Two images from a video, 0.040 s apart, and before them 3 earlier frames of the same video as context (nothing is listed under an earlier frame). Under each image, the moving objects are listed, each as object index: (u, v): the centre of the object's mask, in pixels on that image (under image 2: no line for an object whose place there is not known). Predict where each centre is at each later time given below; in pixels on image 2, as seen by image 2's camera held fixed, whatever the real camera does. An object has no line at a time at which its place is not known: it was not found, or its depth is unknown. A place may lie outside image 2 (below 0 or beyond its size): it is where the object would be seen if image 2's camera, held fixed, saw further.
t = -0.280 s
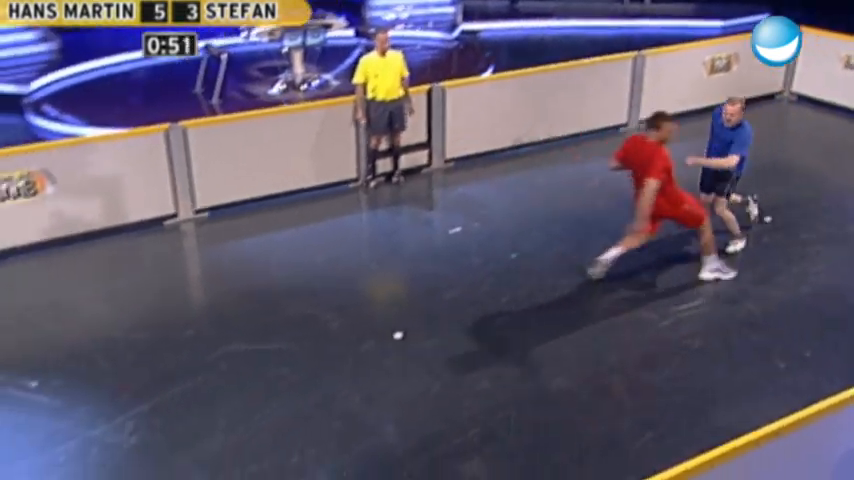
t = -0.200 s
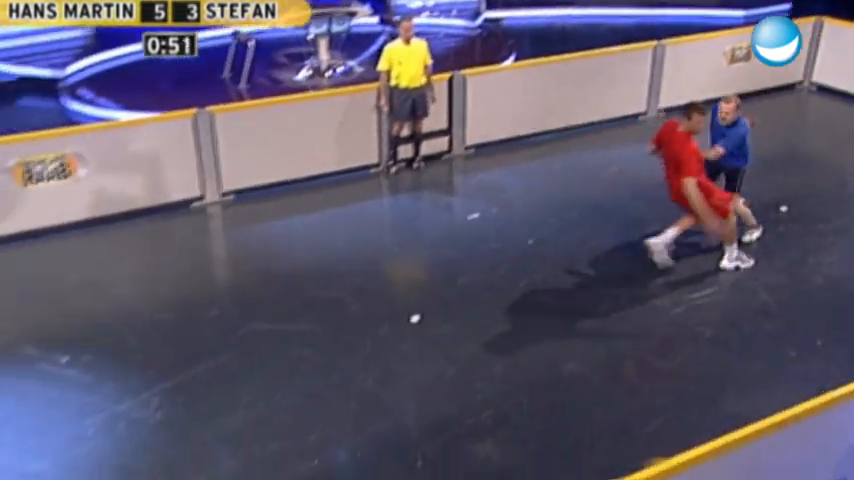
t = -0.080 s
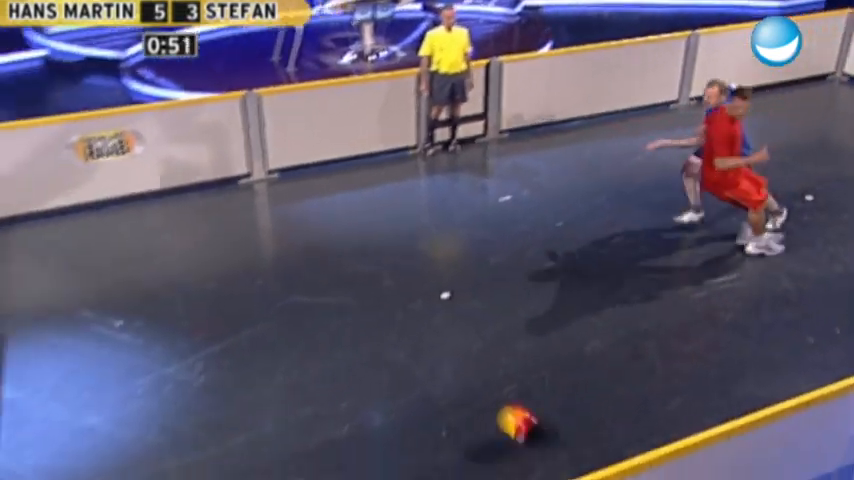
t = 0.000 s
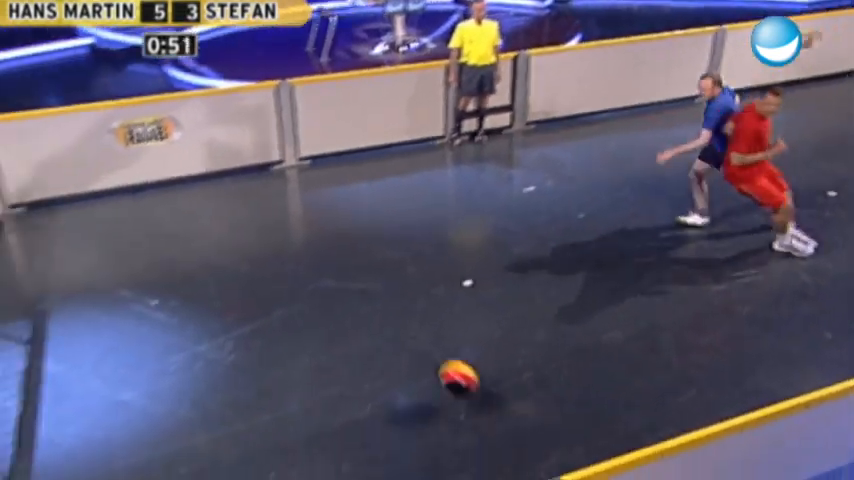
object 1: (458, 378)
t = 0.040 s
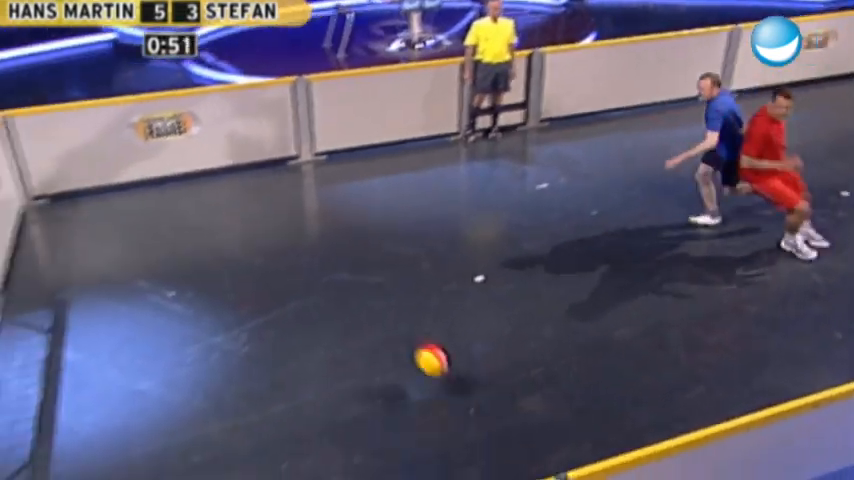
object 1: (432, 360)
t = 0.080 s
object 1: (399, 349)
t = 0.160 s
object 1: (334, 336)
